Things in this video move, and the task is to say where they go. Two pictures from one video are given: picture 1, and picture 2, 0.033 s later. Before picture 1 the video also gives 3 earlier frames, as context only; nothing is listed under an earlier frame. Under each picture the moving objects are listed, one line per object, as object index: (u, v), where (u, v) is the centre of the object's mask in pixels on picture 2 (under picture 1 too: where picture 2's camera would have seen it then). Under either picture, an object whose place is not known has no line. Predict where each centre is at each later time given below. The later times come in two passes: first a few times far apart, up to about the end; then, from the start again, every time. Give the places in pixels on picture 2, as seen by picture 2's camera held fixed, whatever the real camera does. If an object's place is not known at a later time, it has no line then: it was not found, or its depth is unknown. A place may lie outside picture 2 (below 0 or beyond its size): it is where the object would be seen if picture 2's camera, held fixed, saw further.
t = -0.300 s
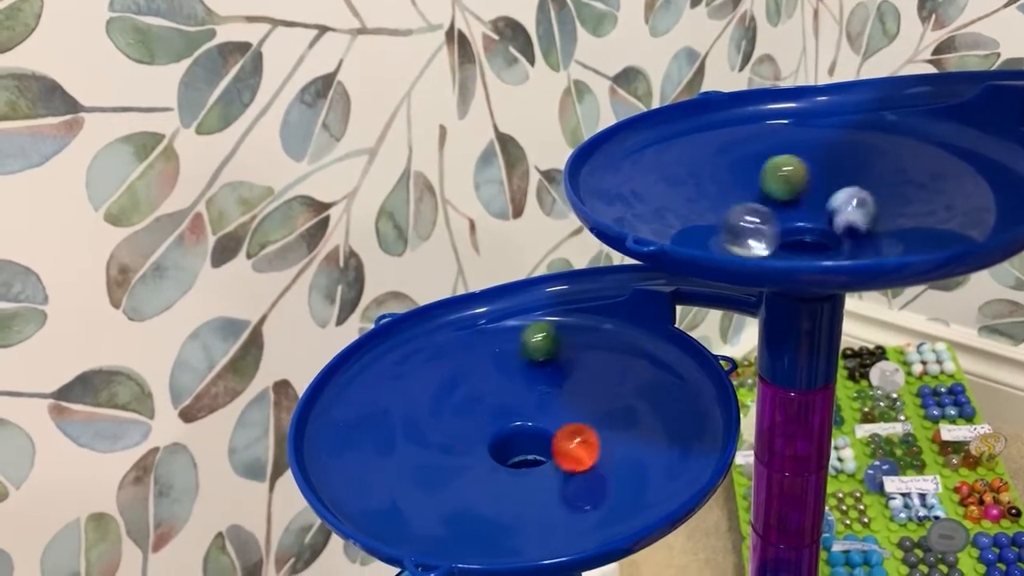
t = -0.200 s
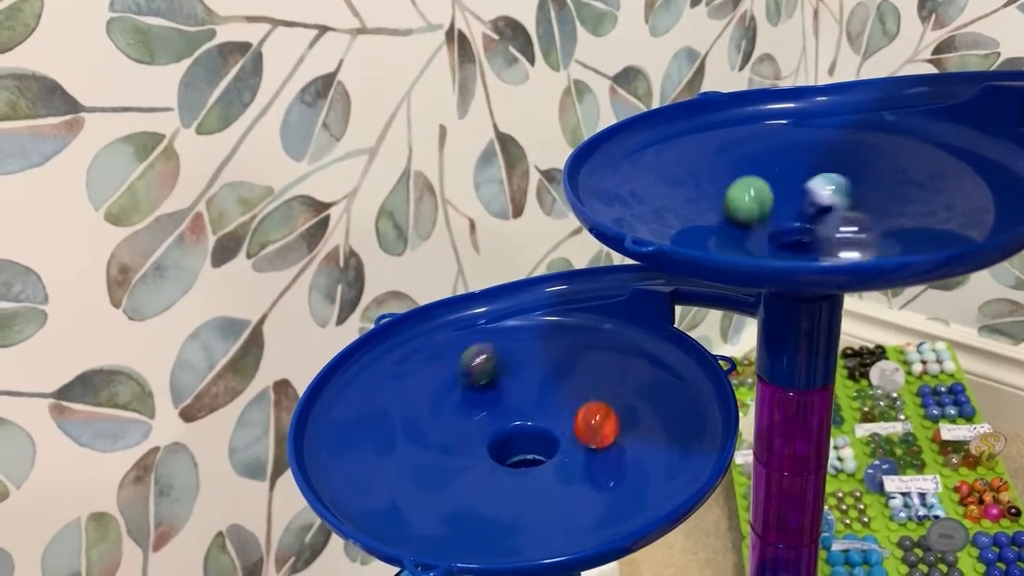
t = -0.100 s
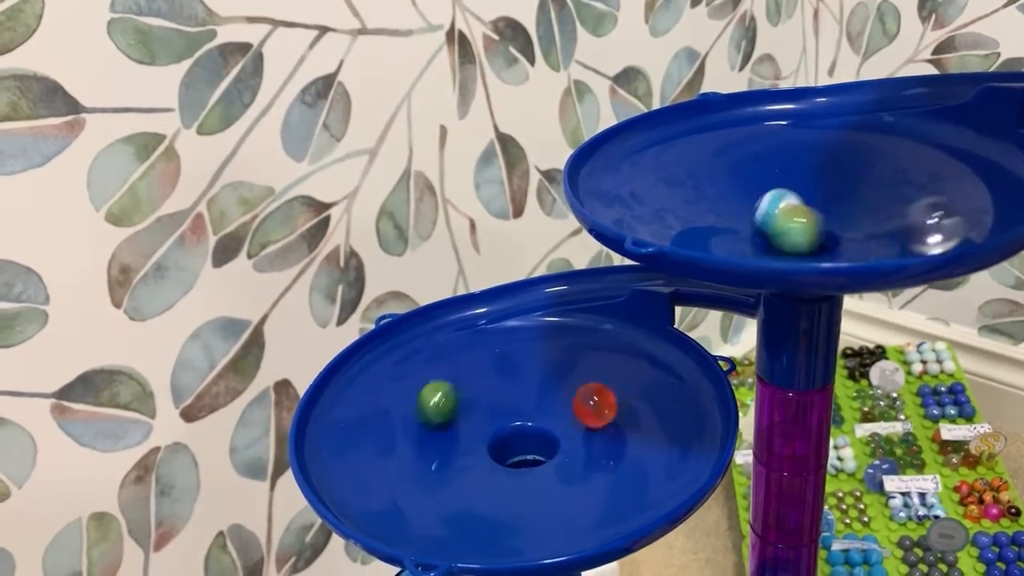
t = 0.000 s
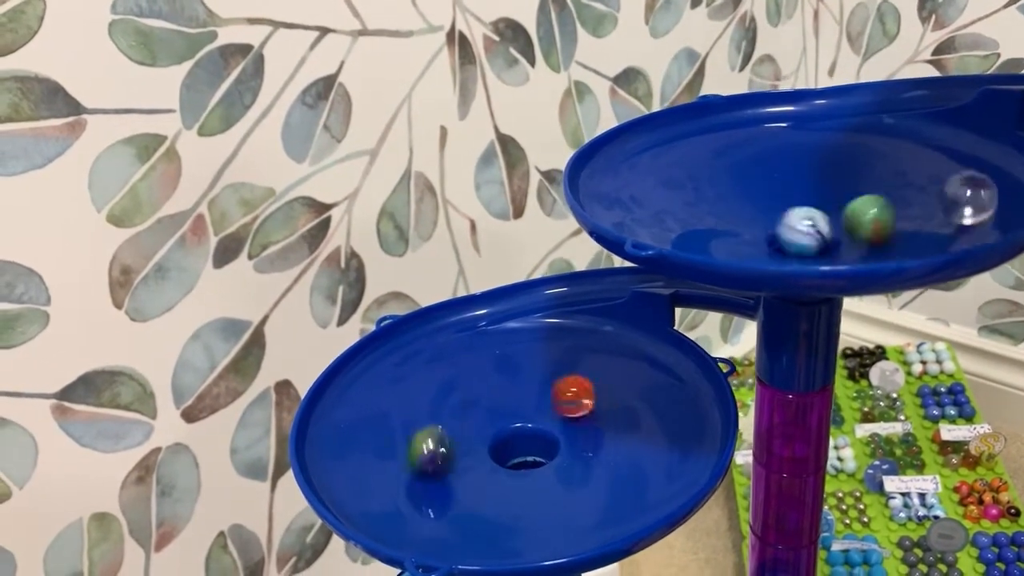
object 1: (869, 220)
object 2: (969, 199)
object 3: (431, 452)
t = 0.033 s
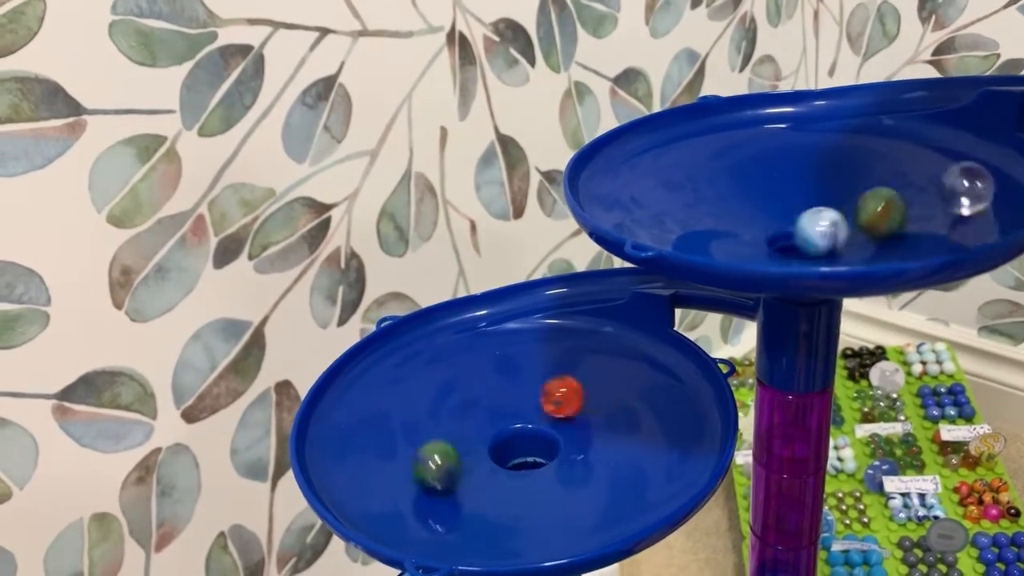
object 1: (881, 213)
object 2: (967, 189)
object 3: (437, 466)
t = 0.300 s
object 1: (759, 201)
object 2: (791, 145)
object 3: (614, 512)
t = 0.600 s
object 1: (869, 209)
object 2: (742, 228)
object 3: (679, 398)
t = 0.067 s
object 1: (882, 205)
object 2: (958, 178)
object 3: (450, 479)
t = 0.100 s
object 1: (876, 197)
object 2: (944, 169)
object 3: (465, 493)
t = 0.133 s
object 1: (863, 190)
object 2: (923, 161)
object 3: (484, 504)
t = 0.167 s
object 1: (844, 186)
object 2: (898, 154)
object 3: (507, 510)
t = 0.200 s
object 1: (820, 185)
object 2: (872, 149)
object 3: (533, 513)
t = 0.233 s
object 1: (797, 188)
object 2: (845, 146)
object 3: (561, 515)
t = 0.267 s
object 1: (776, 193)
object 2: (817, 145)
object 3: (588, 514)
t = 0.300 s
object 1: (759, 201)
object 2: (791, 145)
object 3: (614, 512)
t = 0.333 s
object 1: (750, 210)
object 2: (765, 148)
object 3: (637, 504)
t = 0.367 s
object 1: (752, 219)
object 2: (742, 153)
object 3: (658, 493)
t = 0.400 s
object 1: (764, 227)
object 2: (722, 161)
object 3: (675, 481)
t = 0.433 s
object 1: (784, 233)
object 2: (707, 170)
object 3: (688, 466)
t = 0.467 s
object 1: (808, 235)
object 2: (698, 180)
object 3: (694, 455)
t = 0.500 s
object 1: (833, 232)
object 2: (696, 192)
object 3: (694, 442)
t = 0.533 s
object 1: (853, 226)
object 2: (702, 205)
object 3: (692, 427)
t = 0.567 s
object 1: (865, 218)
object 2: (717, 217)
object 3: (685, 413)
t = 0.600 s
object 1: (869, 209)
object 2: (742, 228)
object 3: (679, 398)
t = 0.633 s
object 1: (862, 199)
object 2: (775, 234)
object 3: (667, 388)
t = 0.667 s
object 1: (846, 192)
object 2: (813, 238)
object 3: (655, 379)
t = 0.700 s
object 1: (826, 187)
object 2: (852, 235)
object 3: (640, 369)
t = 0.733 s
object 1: (804, 186)
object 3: (623, 361)
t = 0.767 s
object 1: (782, 189)
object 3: (606, 354)
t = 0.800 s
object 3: (588, 349)
